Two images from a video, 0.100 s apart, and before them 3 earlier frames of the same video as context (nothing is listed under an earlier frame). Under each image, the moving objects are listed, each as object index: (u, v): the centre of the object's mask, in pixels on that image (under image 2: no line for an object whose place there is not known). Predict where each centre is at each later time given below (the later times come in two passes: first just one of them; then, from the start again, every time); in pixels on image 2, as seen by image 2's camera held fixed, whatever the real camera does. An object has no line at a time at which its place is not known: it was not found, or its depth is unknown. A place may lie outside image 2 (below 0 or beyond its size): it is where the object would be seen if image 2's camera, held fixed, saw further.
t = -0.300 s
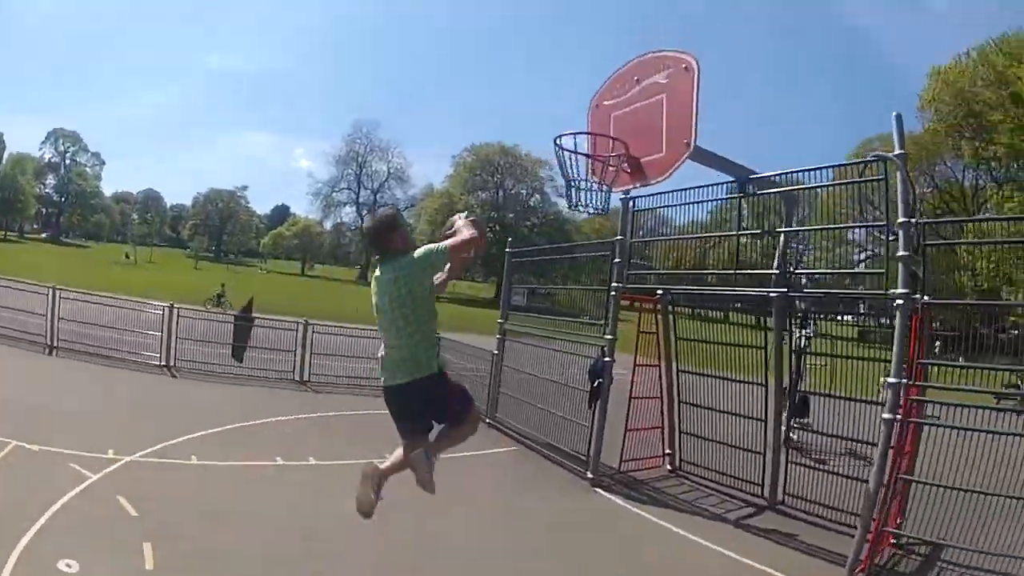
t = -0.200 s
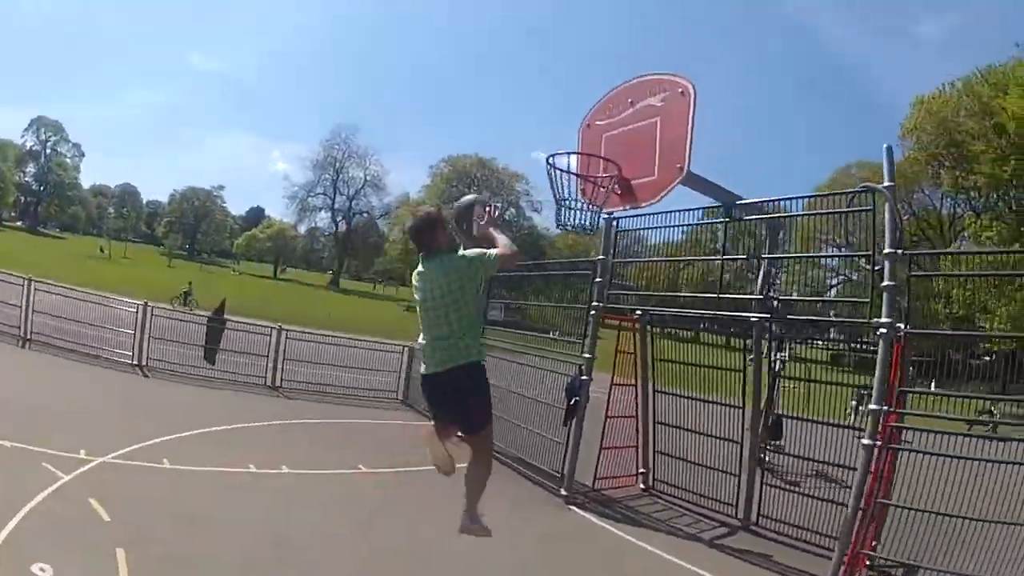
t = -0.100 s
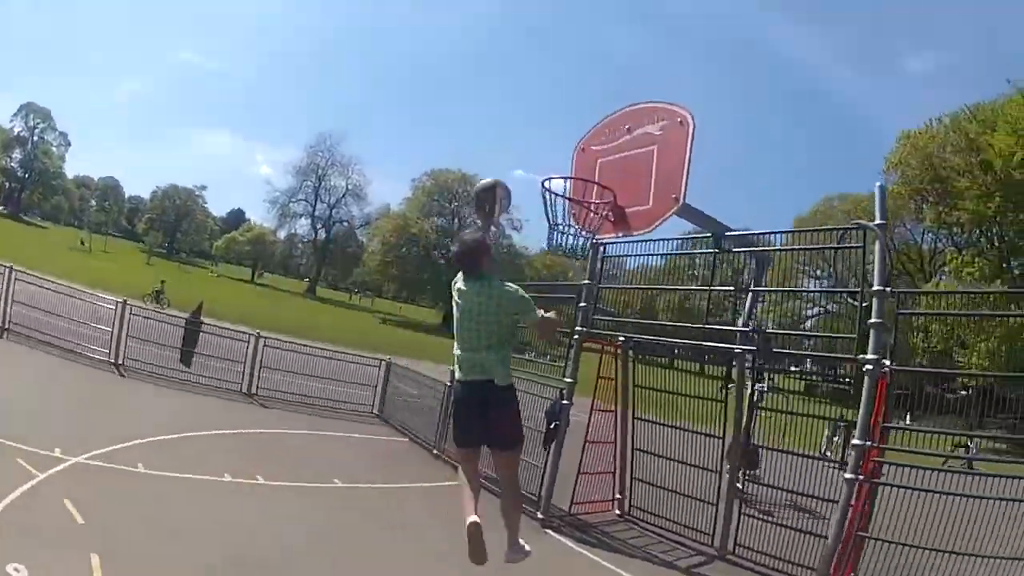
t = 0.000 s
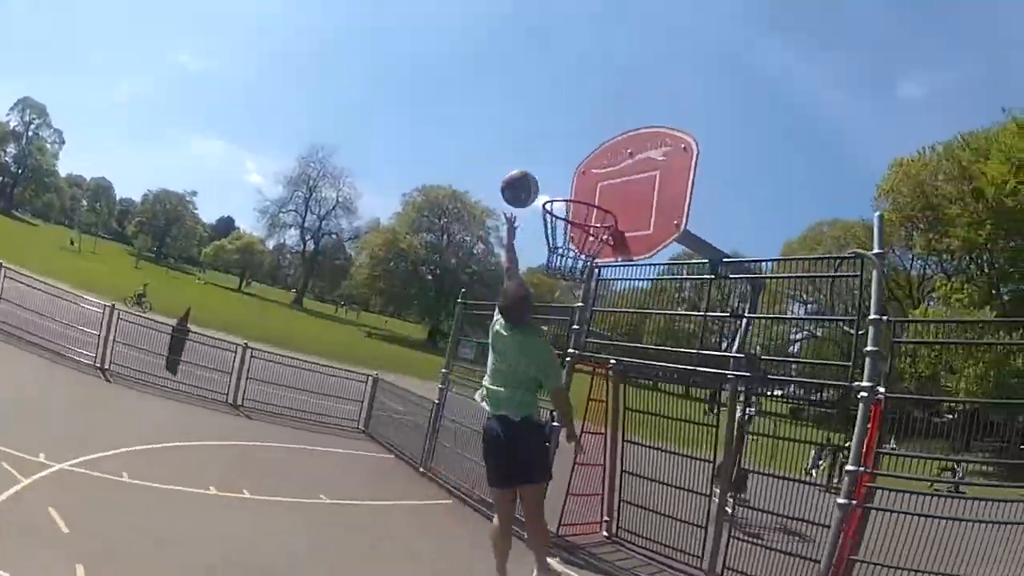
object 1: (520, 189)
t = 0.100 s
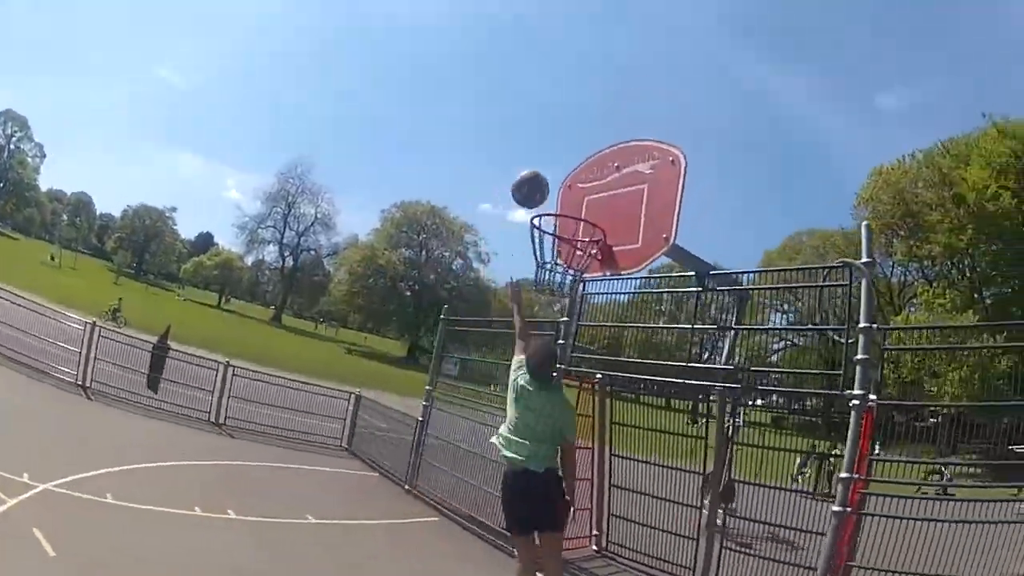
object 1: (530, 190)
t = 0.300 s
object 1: (573, 195)
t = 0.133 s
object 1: (538, 188)
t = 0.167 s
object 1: (545, 187)
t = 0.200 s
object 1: (552, 187)
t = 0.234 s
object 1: (560, 189)
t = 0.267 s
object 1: (566, 192)
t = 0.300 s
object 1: (573, 195)
